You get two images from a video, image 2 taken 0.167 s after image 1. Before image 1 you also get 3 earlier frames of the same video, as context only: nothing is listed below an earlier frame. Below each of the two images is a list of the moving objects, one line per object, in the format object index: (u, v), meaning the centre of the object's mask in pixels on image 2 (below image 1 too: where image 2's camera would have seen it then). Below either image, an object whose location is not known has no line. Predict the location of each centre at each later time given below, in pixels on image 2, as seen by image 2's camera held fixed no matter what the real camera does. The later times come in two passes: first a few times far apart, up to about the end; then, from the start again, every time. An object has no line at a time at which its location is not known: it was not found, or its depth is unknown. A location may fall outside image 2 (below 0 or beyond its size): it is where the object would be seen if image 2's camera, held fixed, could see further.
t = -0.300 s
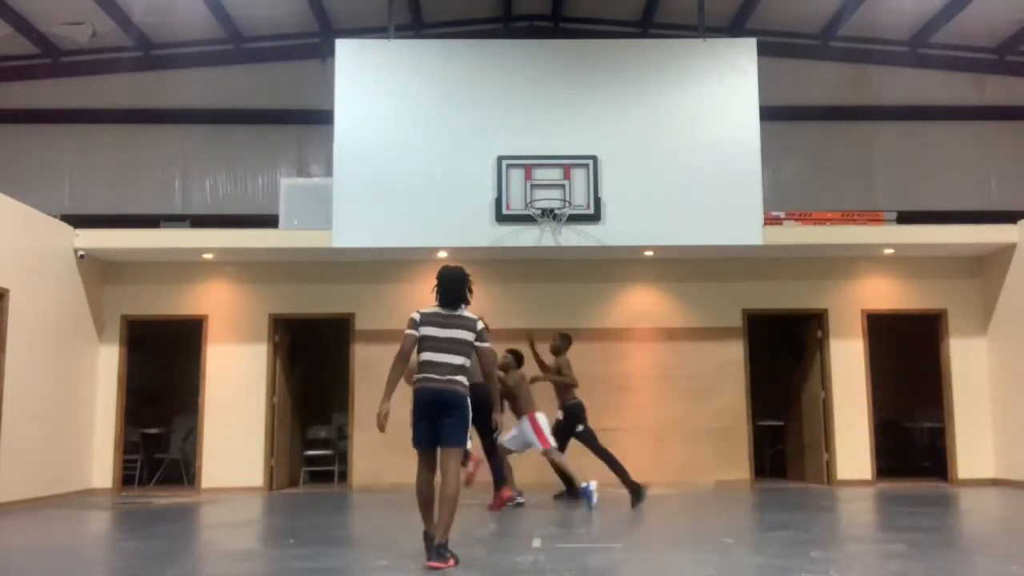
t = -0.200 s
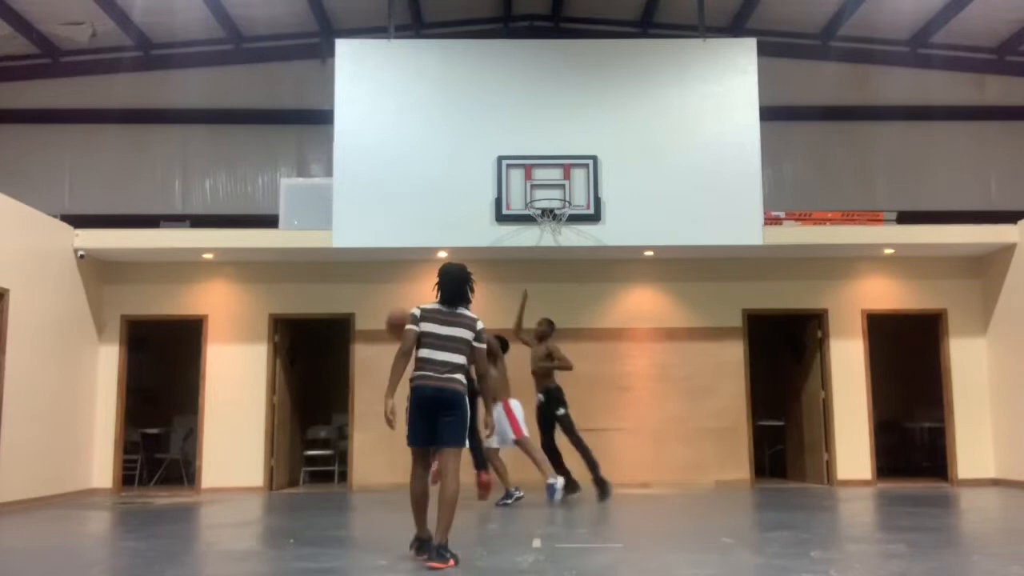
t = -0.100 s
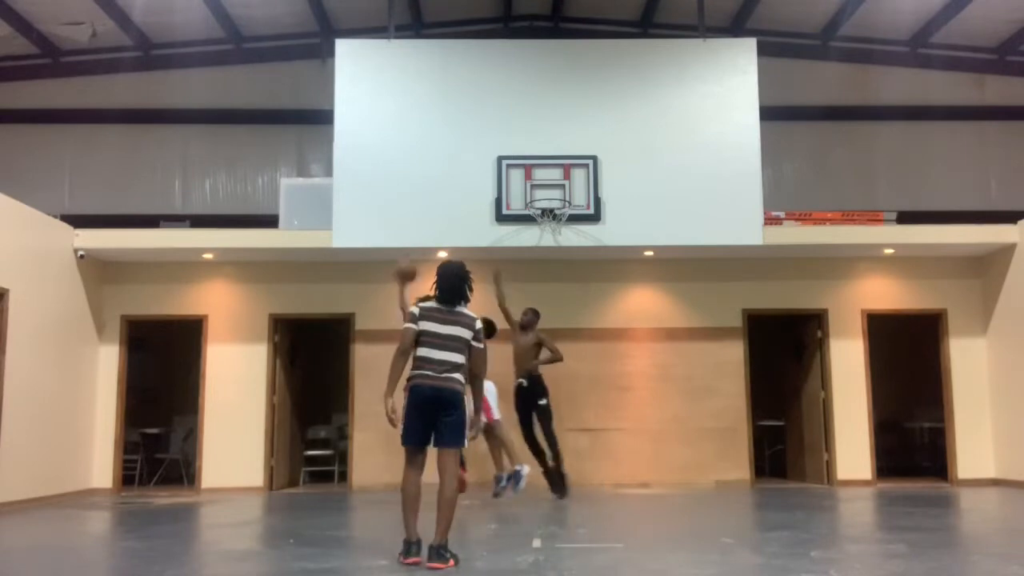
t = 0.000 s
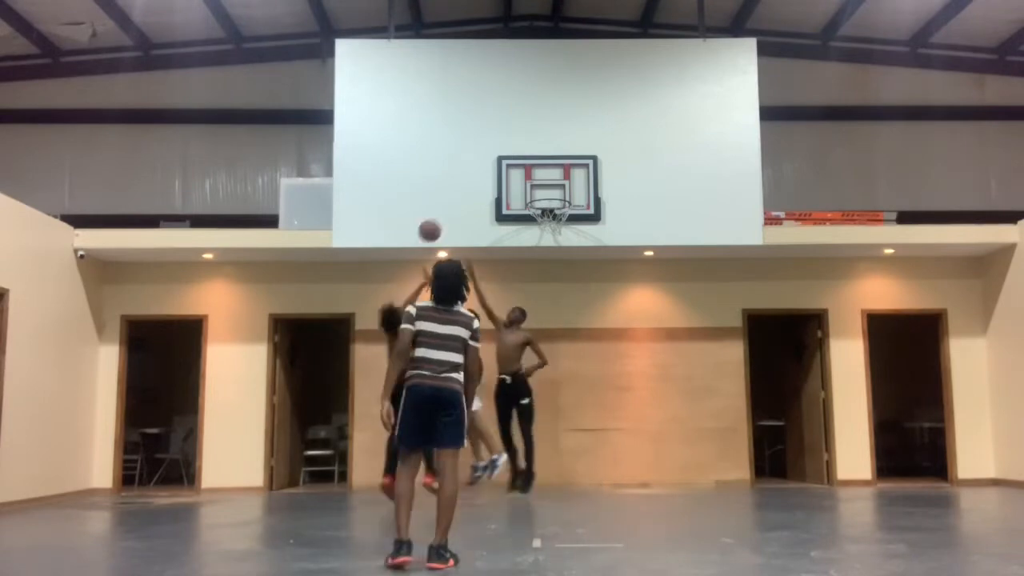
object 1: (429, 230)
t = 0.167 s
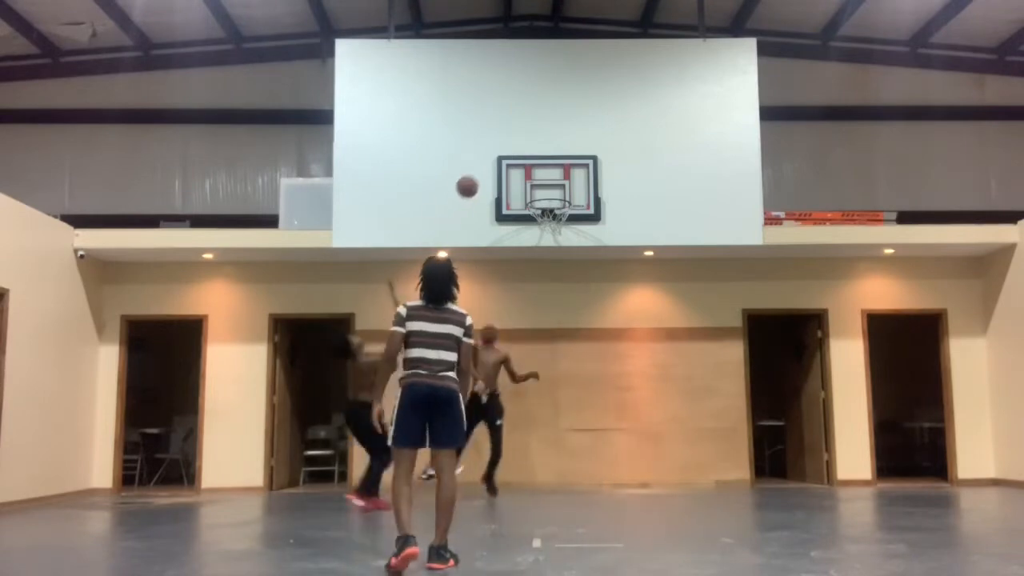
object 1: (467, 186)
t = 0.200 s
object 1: (474, 181)
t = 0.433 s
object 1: (520, 172)
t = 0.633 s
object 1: (559, 197)
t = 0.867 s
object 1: (571, 193)
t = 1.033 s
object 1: (579, 196)
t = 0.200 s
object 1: (474, 181)
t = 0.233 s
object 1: (481, 177)
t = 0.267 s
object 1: (487, 173)
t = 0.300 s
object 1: (495, 171)
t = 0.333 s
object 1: (501, 169)
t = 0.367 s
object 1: (508, 169)
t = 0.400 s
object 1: (514, 170)
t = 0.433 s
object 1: (520, 172)
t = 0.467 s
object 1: (528, 174)
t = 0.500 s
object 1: (534, 176)
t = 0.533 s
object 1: (540, 182)
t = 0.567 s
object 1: (546, 186)
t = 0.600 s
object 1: (553, 193)
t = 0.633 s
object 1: (559, 197)
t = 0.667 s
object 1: (562, 196)
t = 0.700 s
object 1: (564, 194)
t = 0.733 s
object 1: (565, 193)
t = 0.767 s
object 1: (567, 192)
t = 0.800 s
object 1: (568, 192)
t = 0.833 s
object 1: (570, 193)
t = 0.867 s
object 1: (571, 193)
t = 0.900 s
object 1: (572, 191)
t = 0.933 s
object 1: (574, 191)
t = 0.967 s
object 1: (575, 192)
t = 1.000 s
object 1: (578, 194)
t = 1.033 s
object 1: (579, 196)
